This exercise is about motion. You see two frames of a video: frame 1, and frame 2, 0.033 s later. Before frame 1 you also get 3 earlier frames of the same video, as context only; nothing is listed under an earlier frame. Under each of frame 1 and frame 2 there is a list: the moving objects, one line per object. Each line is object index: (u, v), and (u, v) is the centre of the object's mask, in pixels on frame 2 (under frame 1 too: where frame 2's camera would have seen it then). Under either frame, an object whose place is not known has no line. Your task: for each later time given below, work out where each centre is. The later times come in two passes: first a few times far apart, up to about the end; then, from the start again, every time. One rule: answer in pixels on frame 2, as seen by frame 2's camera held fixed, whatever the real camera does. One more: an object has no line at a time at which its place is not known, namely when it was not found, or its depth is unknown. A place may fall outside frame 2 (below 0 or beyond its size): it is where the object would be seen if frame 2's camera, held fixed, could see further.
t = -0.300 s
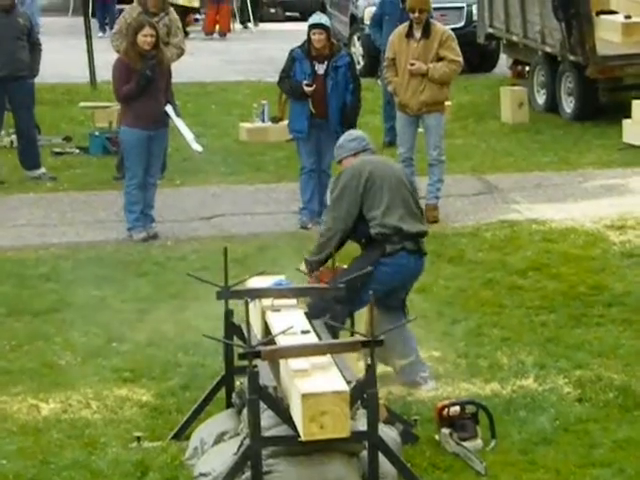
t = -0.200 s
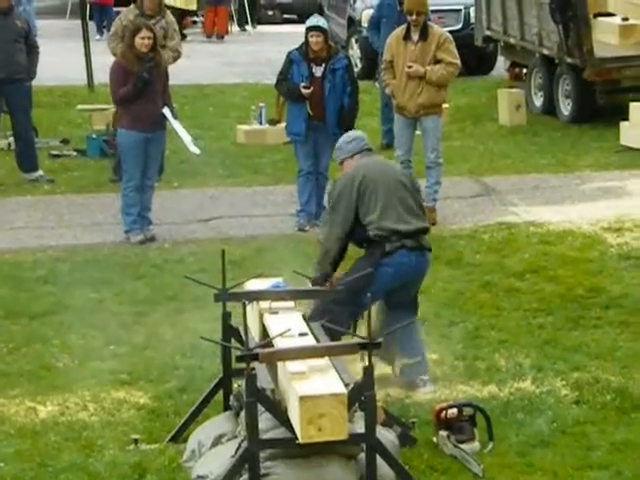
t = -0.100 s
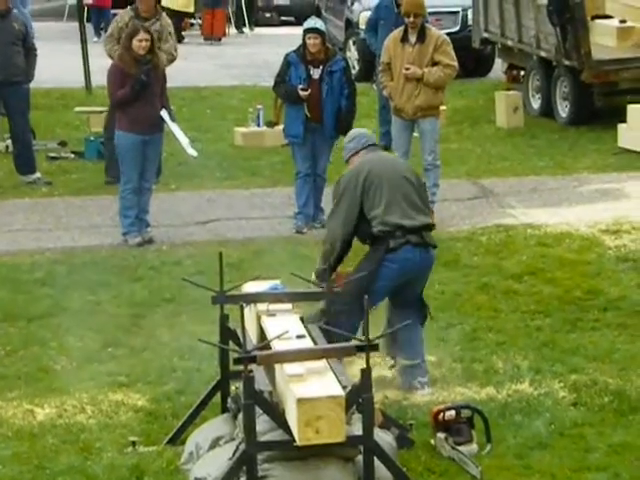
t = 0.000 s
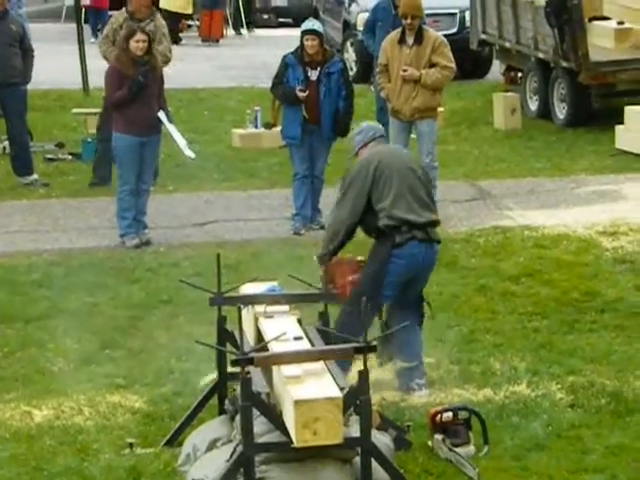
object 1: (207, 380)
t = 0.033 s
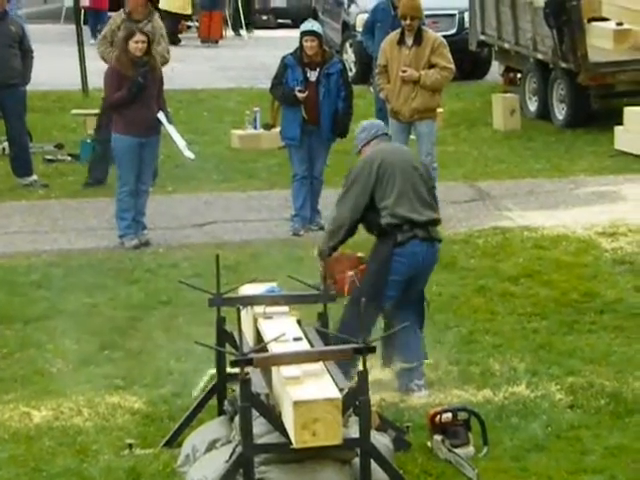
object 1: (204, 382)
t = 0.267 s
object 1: (155, 395)
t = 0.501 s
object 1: (131, 405)
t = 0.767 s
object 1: (140, 413)
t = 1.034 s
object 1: (147, 425)
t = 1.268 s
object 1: (147, 425)
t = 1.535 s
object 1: (147, 425)
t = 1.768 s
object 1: (147, 425)
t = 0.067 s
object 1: (204, 372)
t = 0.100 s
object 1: (190, 373)
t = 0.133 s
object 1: (178, 375)
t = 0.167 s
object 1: (180, 382)
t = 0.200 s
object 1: (172, 383)
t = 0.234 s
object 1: (161, 382)
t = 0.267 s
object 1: (155, 395)
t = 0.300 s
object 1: (148, 396)
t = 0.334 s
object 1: (144, 395)
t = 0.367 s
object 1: (143, 393)
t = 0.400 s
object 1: (138, 397)
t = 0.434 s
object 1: (133, 403)
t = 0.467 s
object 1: (131, 407)
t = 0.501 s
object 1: (131, 405)
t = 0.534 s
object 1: (131, 404)
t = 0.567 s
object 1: (131, 404)
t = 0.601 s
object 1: (131, 405)
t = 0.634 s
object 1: (132, 405)
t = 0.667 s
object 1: (133, 407)
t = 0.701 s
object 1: (134, 409)
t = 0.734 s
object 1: (138, 410)
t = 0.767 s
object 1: (140, 413)
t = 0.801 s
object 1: (144, 417)
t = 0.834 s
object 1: (147, 421)
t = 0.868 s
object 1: (146, 425)
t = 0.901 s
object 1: (147, 425)
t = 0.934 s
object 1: (148, 425)
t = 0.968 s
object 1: (148, 425)
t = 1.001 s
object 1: (147, 425)
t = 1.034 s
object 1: (147, 425)
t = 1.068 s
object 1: (147, 425)
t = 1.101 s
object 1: (147, 426)
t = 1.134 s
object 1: (147, 426)
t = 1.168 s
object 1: (147, 426)
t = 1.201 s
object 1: (147, 425)
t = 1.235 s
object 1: (147, 426)
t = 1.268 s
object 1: (147, 425)
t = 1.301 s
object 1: (147, 425)
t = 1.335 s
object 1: (147, 426)
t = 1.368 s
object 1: (146, 425)
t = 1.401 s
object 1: (147, 425)
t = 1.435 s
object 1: (146, 425)
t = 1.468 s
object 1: (147, 426)
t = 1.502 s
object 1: (146, 425)
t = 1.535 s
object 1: (147, 425)
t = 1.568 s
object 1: (147, 425)
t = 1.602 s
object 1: (147, 425)
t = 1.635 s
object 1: (146, 425)
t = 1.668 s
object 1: (146, 425)
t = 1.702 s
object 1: (147, 425)
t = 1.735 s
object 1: (147, 426)
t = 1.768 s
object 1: (147, 425)
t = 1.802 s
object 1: (147, 425)
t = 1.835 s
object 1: (147, 425)
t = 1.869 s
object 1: (147, 425)
